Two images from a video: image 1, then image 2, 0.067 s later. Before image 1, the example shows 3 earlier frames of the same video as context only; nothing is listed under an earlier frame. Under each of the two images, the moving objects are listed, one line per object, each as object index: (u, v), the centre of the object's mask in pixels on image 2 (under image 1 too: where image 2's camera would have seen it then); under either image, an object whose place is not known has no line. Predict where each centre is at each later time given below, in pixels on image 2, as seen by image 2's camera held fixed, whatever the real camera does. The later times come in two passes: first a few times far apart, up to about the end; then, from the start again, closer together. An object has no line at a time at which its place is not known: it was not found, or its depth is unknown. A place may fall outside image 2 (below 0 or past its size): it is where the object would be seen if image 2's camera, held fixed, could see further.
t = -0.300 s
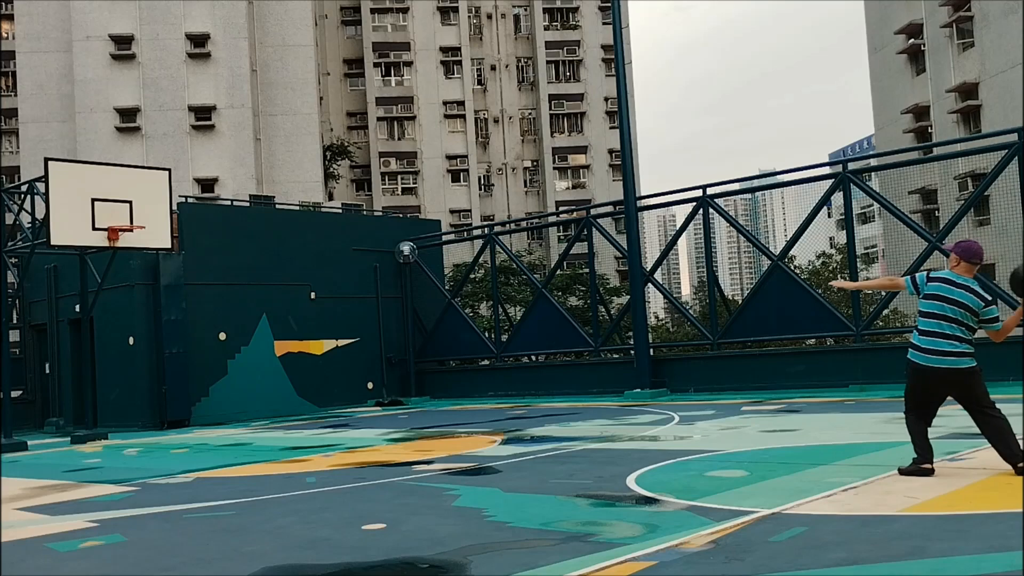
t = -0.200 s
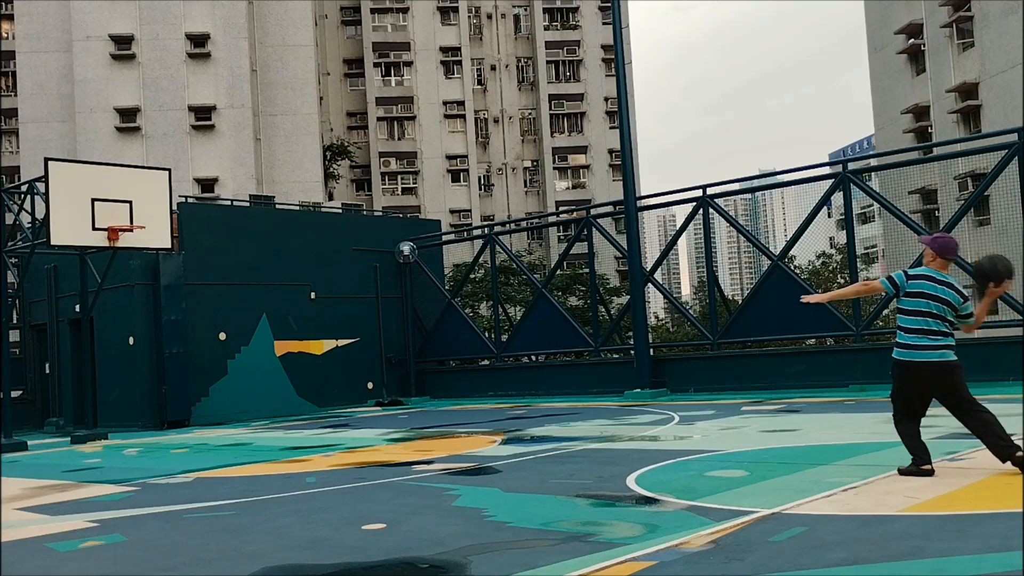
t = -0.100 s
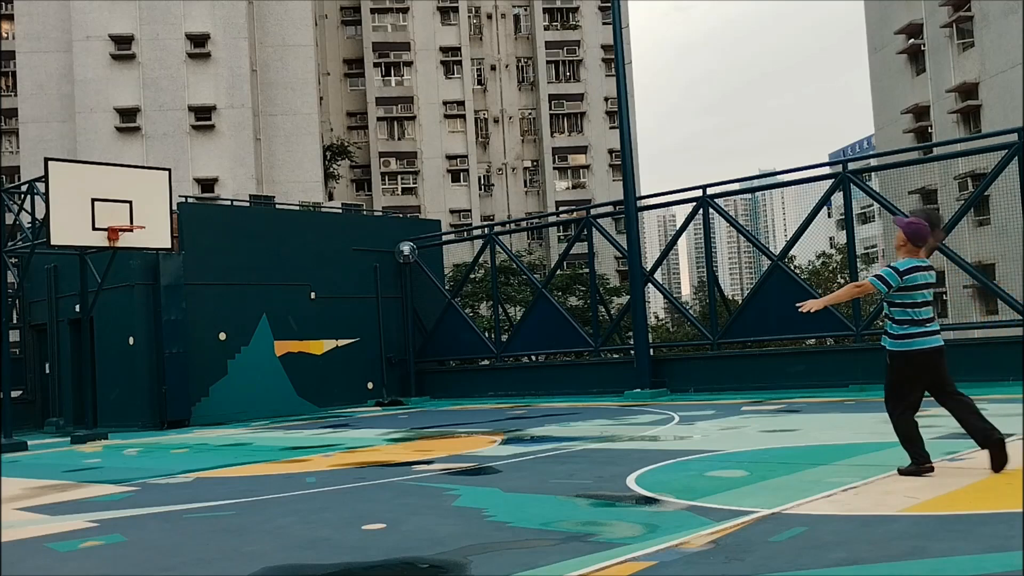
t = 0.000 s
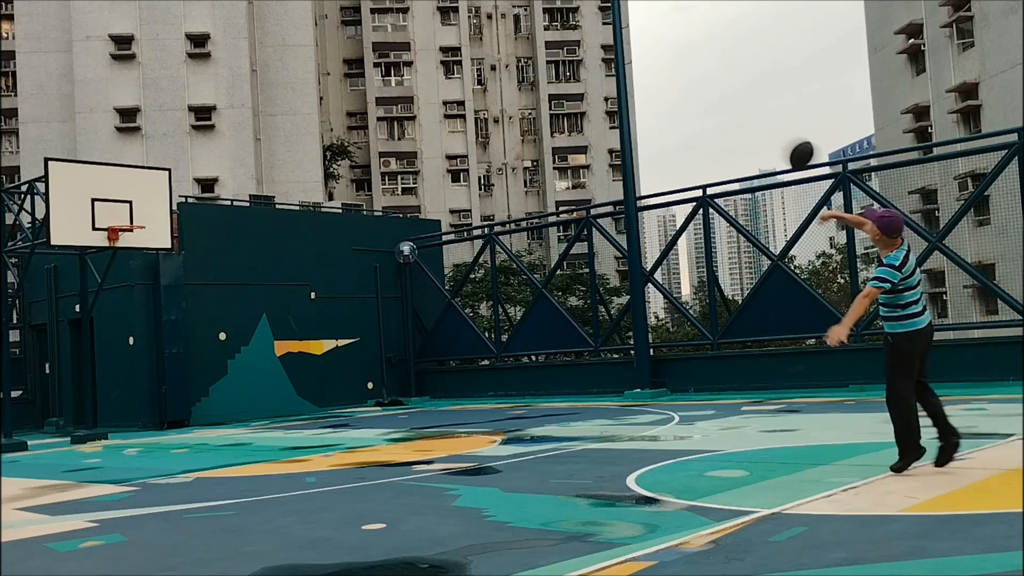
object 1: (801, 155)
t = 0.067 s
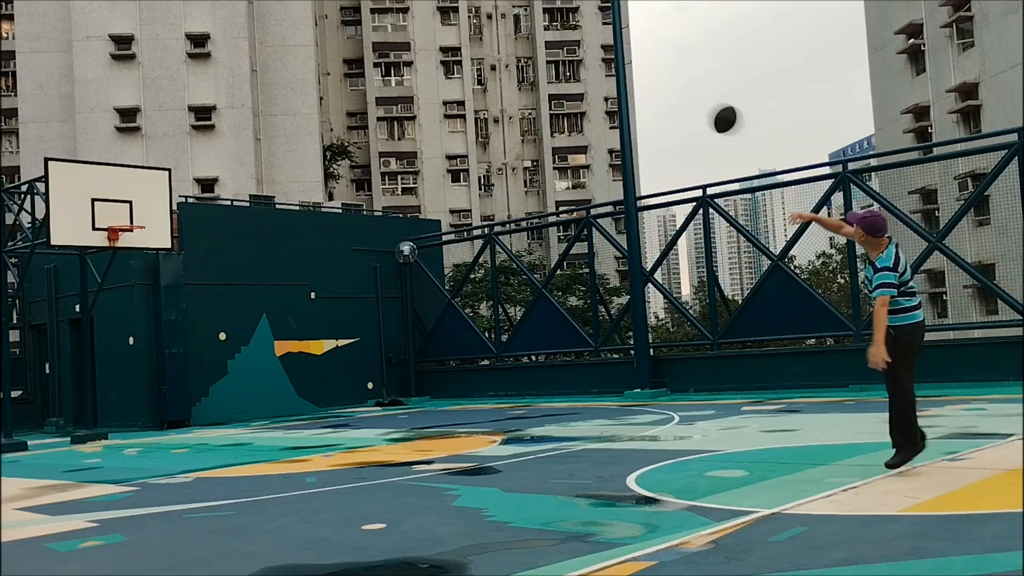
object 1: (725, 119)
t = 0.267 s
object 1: (541, 58)
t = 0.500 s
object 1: (383, 49)
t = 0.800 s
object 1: (240, 102)
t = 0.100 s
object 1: (690, 105)
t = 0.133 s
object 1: (657, 92)
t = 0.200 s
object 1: (595, 72)
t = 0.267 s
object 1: (541, 58)
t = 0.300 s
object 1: (515, 53)
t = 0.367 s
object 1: (468, 47)
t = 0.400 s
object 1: (445, 47)
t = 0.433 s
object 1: (423, 46)
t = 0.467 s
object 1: (403, 47)
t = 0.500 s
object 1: (383, 49)
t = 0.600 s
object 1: (330, 60)
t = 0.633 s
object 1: (314, 65)
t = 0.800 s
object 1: (240, 102)
